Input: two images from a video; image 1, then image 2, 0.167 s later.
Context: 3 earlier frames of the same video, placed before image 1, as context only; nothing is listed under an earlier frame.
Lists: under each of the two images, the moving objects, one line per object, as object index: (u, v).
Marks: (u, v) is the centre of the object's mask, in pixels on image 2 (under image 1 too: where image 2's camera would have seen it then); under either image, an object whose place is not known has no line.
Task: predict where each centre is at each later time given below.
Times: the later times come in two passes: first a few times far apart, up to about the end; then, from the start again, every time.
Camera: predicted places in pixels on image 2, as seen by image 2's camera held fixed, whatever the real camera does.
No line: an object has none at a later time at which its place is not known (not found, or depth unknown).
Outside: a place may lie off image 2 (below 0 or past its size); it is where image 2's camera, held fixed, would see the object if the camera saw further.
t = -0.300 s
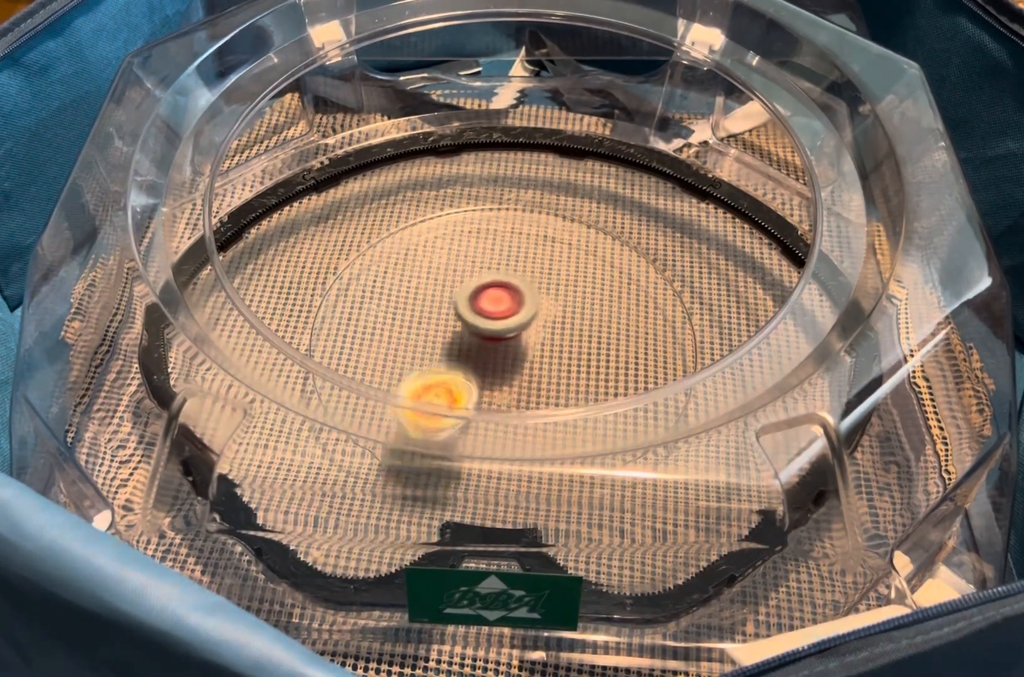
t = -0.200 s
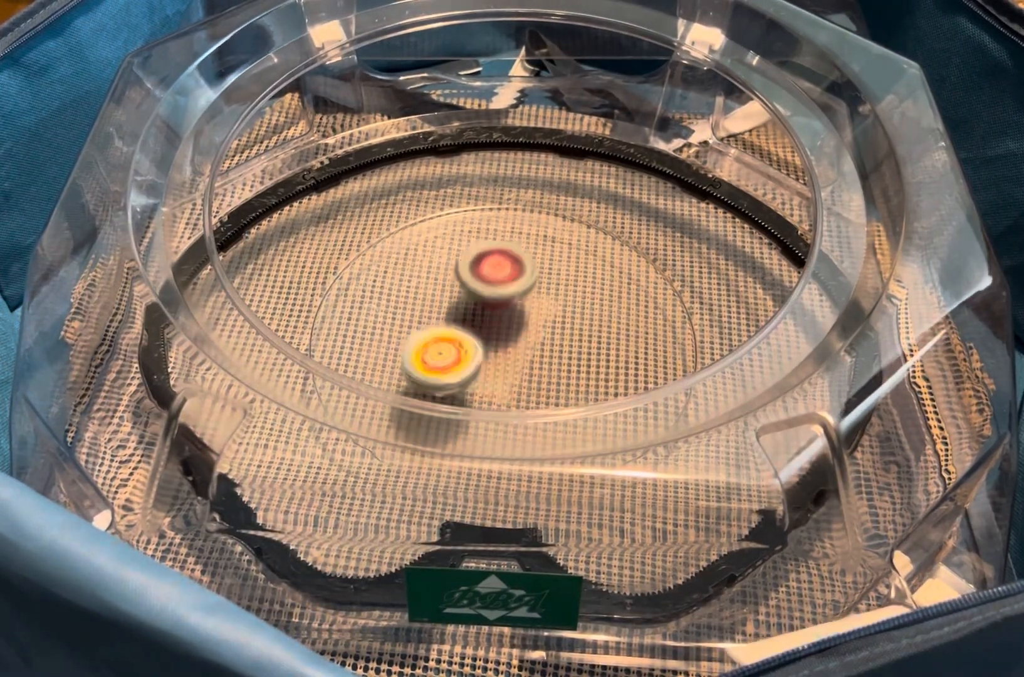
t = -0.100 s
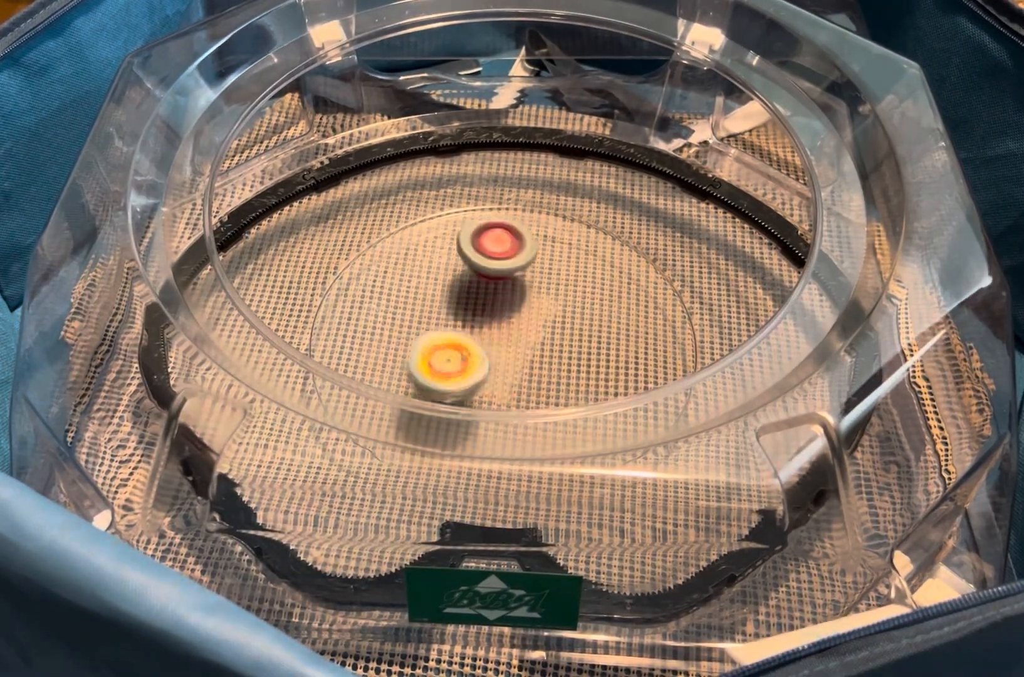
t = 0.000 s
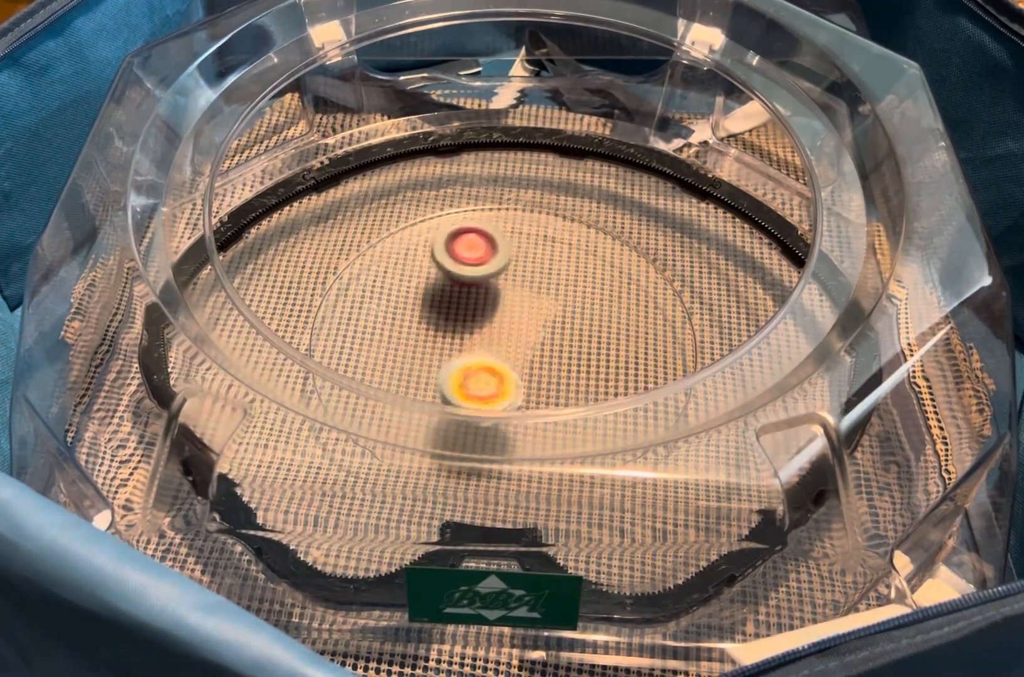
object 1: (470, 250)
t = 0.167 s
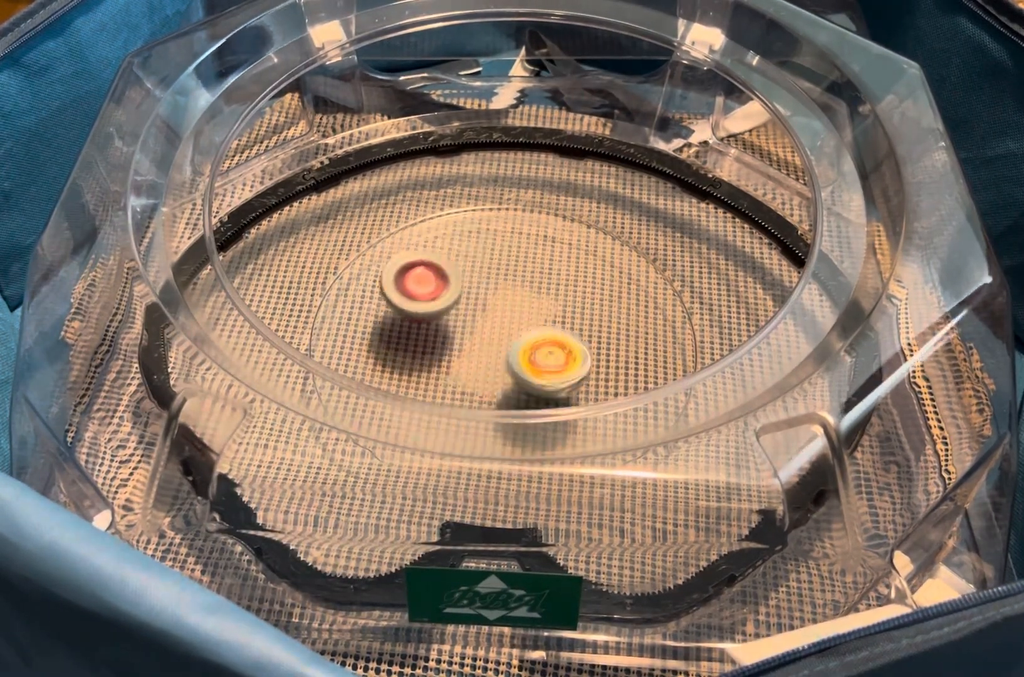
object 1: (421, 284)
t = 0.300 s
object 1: (427, 317)
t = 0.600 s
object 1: (206, 392)
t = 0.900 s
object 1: (253, 440)
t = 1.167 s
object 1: (291, 435)
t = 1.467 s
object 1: (401, 382)
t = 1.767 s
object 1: (340, 340)
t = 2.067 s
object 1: (382, 355)
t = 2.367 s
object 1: (443, 360)
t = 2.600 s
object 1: (334, 290)
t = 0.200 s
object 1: (417, 293)
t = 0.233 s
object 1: (417, 302)
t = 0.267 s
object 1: (420, 309)
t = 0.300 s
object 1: (427, 317)
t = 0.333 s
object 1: (424, 325)
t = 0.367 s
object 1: (364, 336)
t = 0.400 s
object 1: (310, 343)
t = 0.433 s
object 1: (278, 344)
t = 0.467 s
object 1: (244, 359)
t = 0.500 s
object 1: (219, 369)
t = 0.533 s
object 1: (198, 379)
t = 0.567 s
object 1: (190, 385)
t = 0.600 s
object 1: (206, 392)
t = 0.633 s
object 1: (217, 402)
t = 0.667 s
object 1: (225, 409)
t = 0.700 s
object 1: (230, 414)
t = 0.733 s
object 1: (236, 420)
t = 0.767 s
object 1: (238, 424)
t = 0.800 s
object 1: (247, 430)
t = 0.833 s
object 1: (250, 433)
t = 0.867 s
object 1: (252, 436)
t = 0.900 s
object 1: (253, 440)
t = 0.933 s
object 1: (256, 442)
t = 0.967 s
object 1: (259, 444)
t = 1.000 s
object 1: (263, 445)
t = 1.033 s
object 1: (271, 446)
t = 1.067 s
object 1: (273, 444)
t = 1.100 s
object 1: (277, 443)
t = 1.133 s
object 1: (283, 439)
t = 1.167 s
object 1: (291, 435)
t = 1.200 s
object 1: (300, 429)
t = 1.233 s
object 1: (309, 422)
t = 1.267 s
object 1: (317, 417)
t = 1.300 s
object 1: (325, 412)
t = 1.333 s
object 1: (336, 402)
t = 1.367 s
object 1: (348, 395)
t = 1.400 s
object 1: (363, 393)
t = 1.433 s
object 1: (381, 388)
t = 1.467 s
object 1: (401, 382)
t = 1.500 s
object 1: (414, 371)
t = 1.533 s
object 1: (381, 363)
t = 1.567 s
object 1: (358, 356)
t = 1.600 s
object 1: (338, 354)
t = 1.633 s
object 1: (331, 349)
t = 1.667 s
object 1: (328, 345)
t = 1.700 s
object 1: (332, 339)
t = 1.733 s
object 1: (335, 340)
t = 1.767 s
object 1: (340, 340)
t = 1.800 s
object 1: (347, 341)
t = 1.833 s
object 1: (355, 341)
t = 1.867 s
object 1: (366, 343)
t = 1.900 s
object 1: (378, 342)
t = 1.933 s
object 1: (391, 343)
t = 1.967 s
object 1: (405, 341)
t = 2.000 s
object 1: (417, 338)
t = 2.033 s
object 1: (402, 347)
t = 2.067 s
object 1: (382, 355)
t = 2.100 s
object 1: (371, 357)
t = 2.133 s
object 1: (366, 359)
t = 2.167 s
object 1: (368, 360)
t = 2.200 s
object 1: (375, 362)
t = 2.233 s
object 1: (386, 364)
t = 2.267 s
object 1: (398, 365)
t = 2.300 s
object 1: (413, 365)
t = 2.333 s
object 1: (428, 364)
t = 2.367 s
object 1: (443, 360)
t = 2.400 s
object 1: (456, 354)
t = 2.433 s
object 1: (467, 348)
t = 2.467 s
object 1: (476, 341)
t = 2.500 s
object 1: (483, 333)
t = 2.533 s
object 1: (487, 323)
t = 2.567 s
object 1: (419, 308)
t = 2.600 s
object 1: (334, 290)
